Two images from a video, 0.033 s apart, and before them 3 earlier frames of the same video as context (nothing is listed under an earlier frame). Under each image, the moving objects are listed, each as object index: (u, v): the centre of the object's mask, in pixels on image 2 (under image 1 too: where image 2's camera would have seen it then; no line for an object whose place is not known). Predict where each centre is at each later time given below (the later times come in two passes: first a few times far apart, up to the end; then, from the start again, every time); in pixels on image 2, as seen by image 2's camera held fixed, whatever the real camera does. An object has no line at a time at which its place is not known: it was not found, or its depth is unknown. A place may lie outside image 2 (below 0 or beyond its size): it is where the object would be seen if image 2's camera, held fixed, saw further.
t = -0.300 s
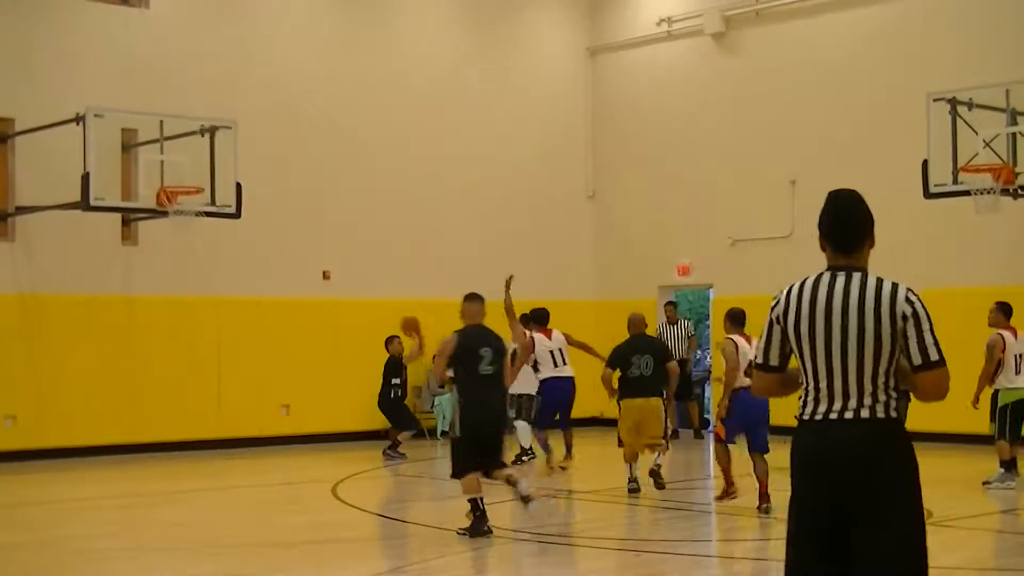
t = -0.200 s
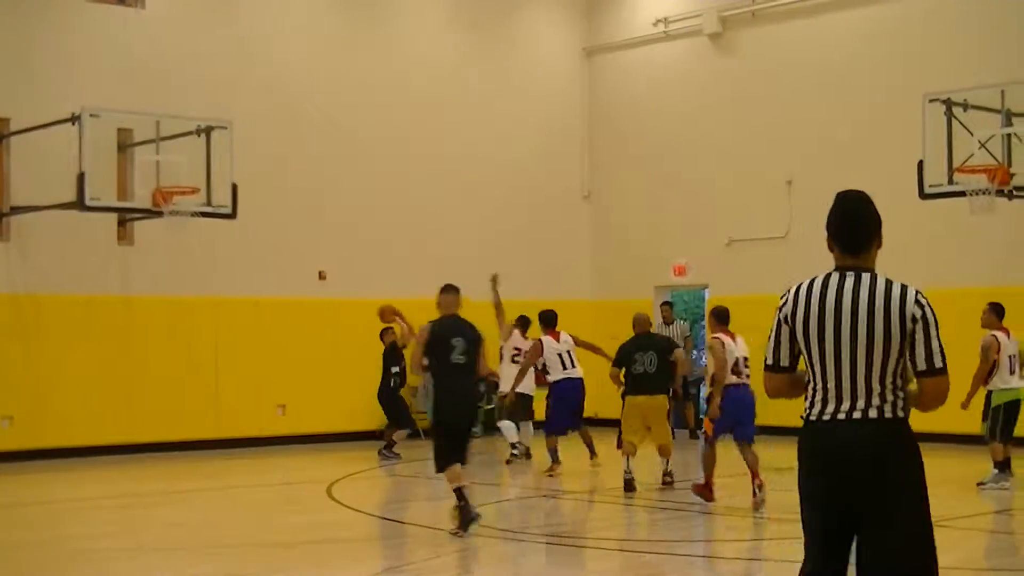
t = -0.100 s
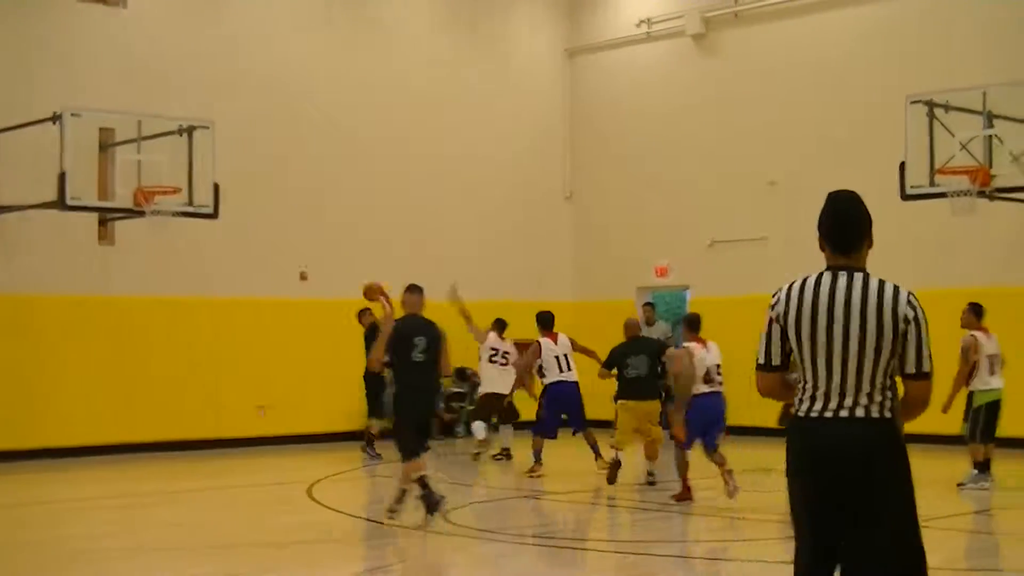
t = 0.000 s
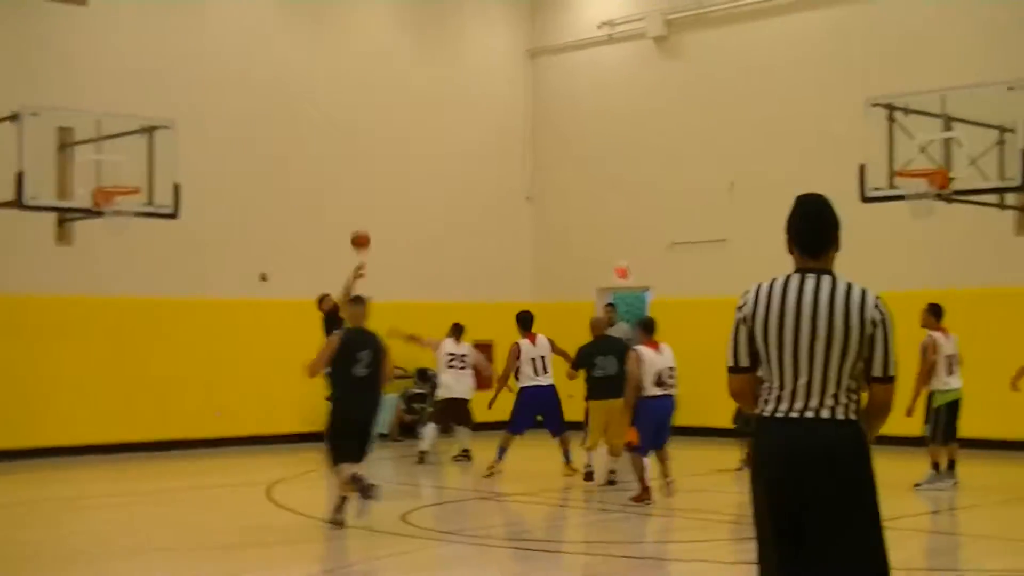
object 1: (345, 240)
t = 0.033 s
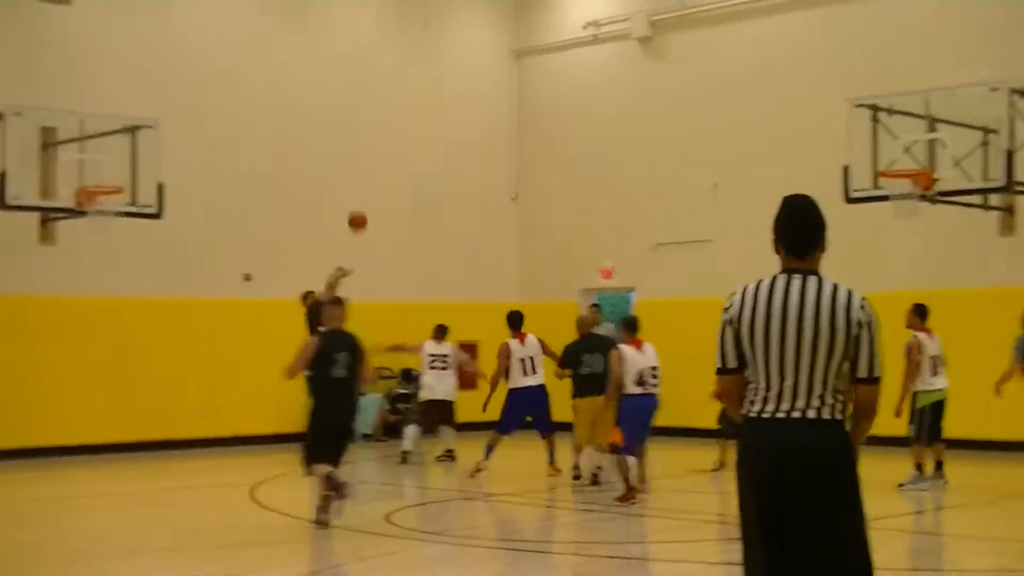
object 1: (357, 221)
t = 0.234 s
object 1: (434, 123)
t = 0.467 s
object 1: (527, 52)
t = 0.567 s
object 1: (565, 32)
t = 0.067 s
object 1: (370, 202)
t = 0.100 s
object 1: (382, 184)
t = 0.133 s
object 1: (395, 168)
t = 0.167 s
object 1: (408, 152)
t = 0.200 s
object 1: (421, 137)
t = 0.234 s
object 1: (434, 123)
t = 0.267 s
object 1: (447, 110)
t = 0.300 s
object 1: (460, 98)
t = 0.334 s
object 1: (473, 87)
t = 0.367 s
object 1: (486, 77)
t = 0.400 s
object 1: (500, 68)
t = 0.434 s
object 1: (513, 59)
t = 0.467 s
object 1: (527, 52)
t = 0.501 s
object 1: (540, 45)
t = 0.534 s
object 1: (554, 39)
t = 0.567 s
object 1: (565, 32)
